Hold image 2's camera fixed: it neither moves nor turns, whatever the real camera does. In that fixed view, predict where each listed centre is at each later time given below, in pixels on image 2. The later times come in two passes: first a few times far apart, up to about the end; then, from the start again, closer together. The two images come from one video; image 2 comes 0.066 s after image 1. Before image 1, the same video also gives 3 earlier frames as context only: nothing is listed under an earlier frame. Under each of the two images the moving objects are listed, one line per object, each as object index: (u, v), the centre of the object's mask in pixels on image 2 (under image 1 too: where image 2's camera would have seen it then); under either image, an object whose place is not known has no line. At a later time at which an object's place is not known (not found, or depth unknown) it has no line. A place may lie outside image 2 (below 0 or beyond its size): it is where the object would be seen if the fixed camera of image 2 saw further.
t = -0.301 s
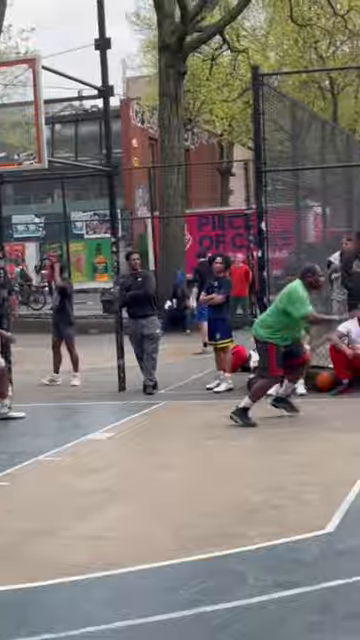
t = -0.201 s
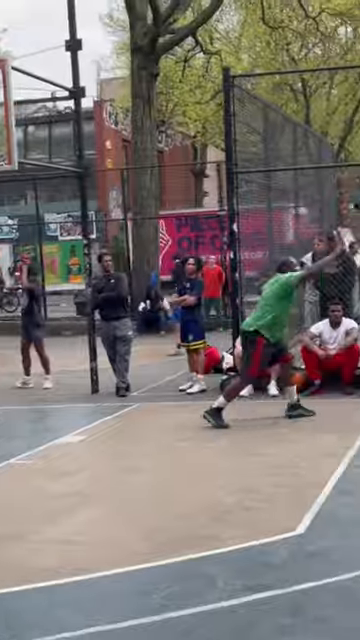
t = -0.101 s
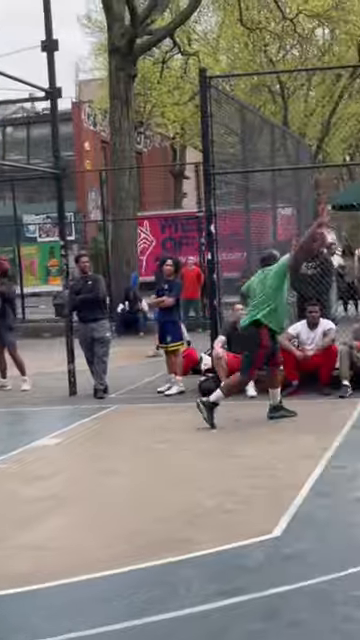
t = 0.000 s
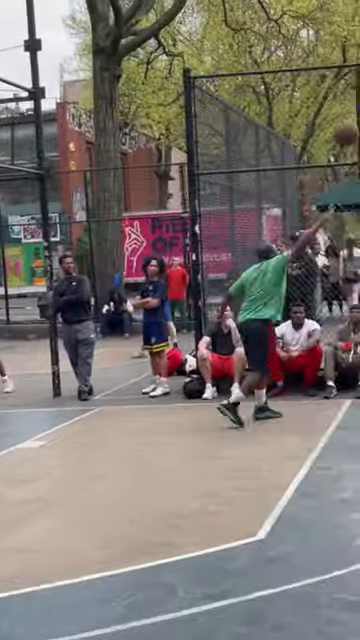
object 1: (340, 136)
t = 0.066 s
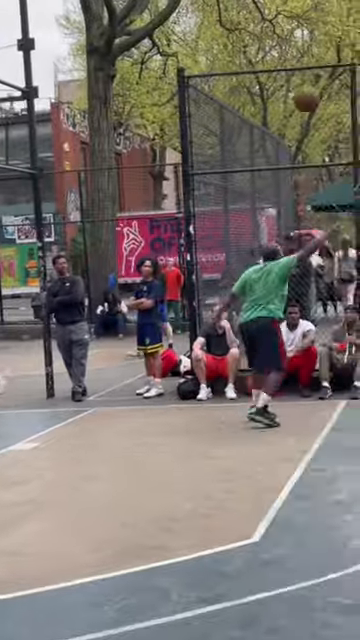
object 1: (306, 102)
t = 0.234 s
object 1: (222, 36)
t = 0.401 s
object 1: (144, 7)
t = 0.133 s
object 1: (272, 73)
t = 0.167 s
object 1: (255, 59)
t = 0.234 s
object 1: (222, 36)
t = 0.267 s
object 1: (206, 28)
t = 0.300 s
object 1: (190, 19)
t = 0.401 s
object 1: (144, 7)
